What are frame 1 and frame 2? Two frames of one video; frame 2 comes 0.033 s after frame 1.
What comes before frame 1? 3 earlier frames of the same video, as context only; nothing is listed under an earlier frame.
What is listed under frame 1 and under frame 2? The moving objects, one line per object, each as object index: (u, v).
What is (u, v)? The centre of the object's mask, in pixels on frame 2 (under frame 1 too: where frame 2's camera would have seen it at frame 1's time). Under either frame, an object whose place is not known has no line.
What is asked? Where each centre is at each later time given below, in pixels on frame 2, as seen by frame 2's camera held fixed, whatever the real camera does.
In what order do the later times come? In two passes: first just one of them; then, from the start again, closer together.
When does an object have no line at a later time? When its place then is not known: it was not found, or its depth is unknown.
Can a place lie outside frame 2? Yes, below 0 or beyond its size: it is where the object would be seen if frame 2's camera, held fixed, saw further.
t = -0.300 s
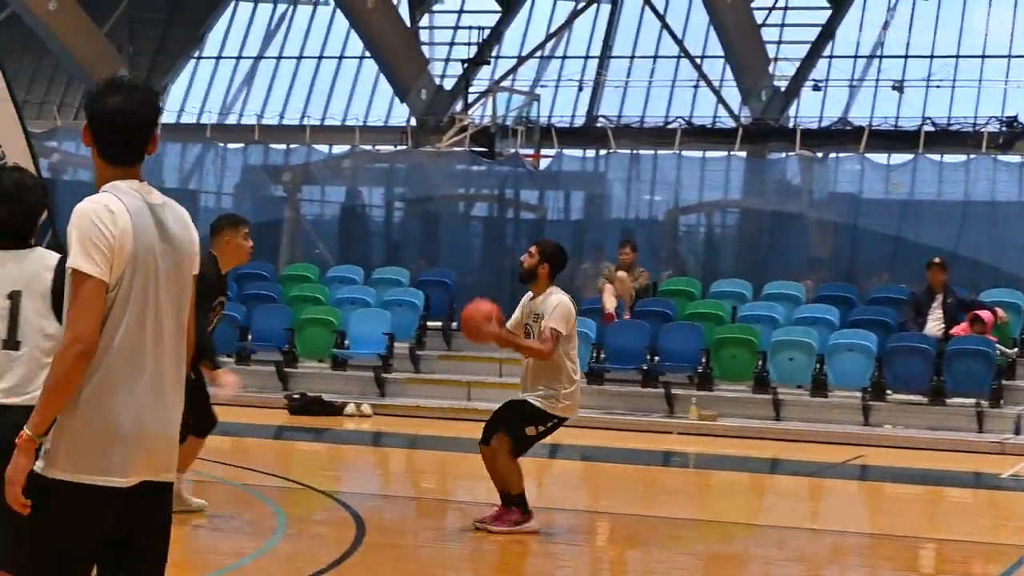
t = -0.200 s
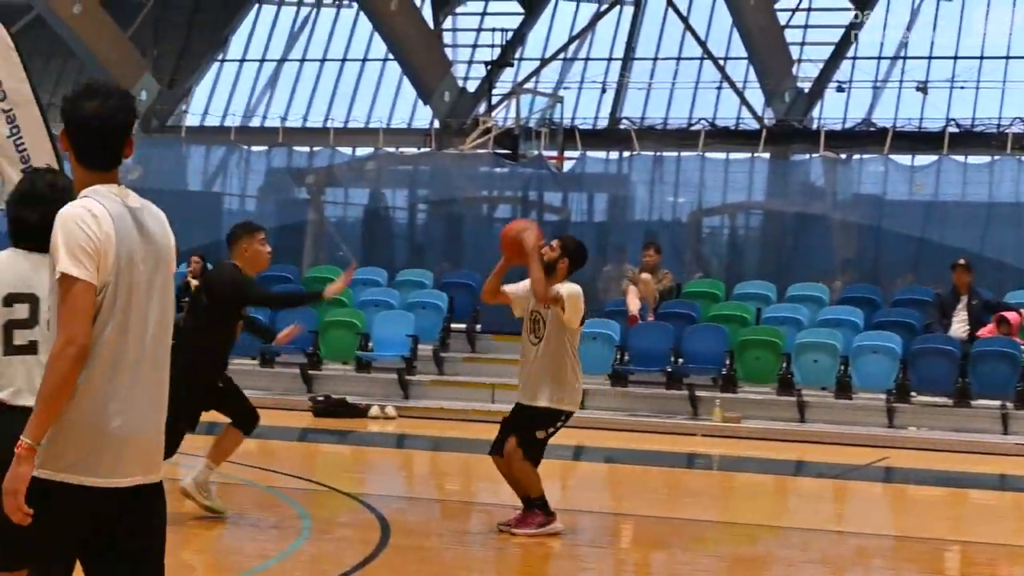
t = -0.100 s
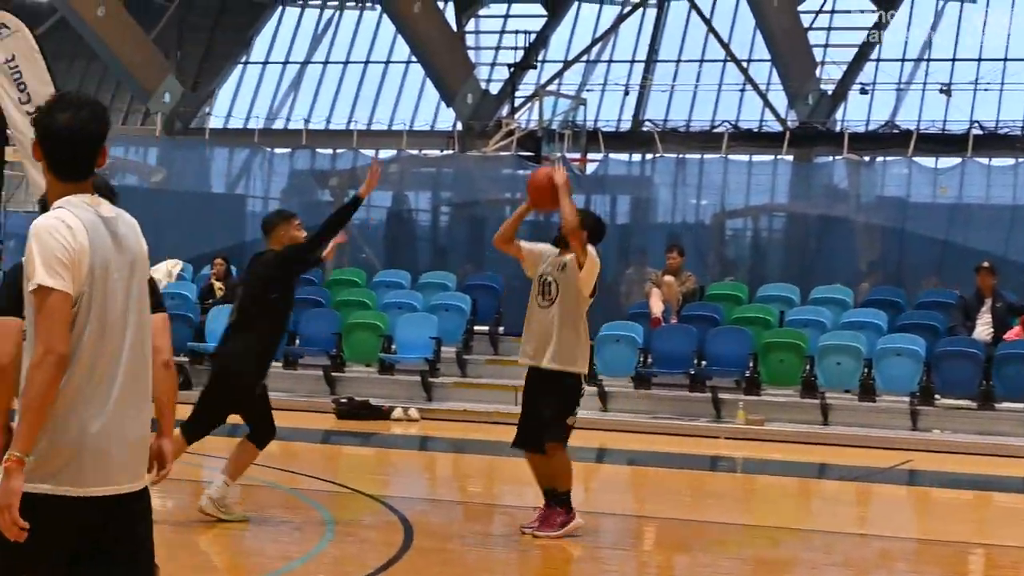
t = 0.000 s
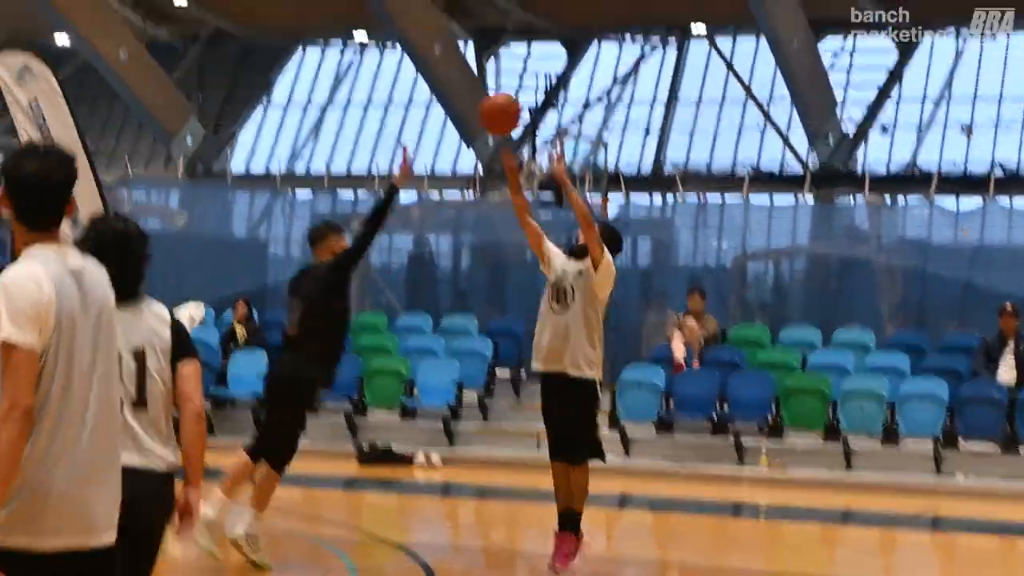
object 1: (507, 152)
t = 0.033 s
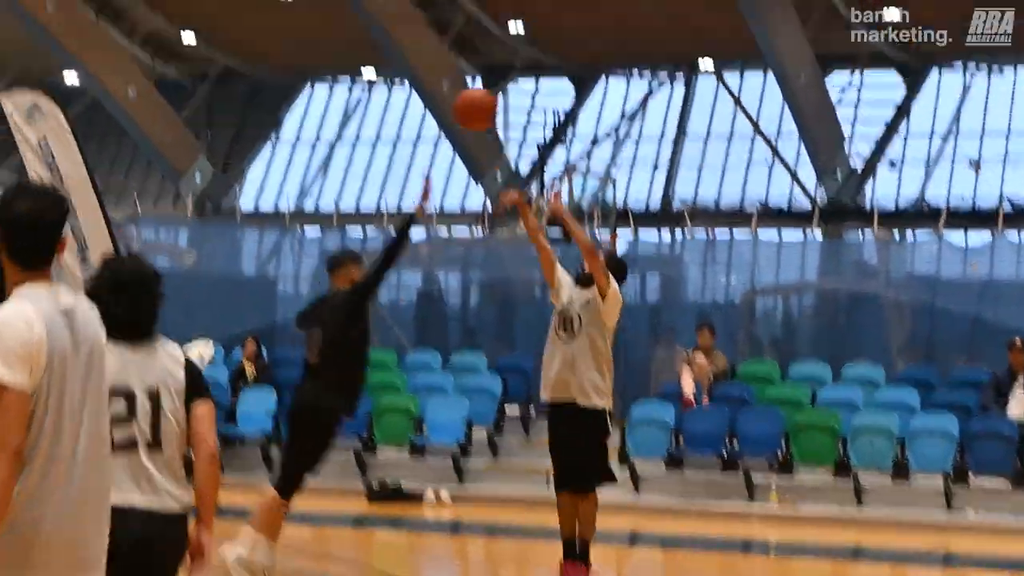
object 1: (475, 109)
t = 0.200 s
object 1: (305, -81)
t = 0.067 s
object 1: (441, 65)
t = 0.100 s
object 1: (406, 23)
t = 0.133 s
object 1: (371, -13)
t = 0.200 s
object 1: (305, -81)
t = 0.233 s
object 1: (274, -111)
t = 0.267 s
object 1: (241, -140)
